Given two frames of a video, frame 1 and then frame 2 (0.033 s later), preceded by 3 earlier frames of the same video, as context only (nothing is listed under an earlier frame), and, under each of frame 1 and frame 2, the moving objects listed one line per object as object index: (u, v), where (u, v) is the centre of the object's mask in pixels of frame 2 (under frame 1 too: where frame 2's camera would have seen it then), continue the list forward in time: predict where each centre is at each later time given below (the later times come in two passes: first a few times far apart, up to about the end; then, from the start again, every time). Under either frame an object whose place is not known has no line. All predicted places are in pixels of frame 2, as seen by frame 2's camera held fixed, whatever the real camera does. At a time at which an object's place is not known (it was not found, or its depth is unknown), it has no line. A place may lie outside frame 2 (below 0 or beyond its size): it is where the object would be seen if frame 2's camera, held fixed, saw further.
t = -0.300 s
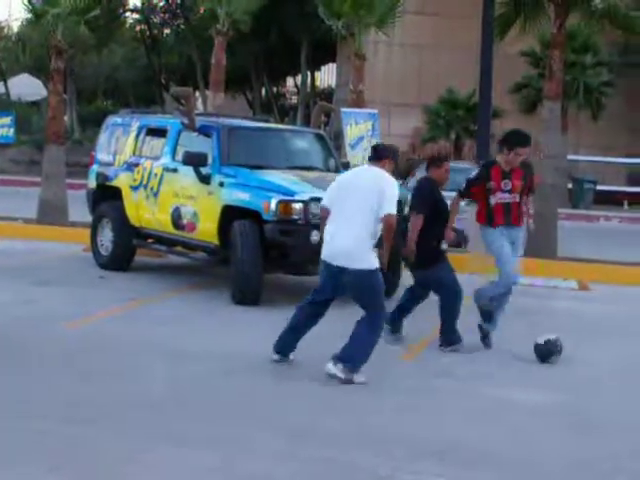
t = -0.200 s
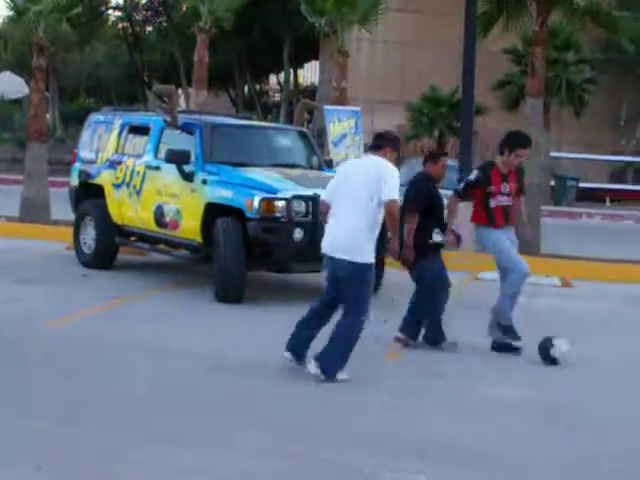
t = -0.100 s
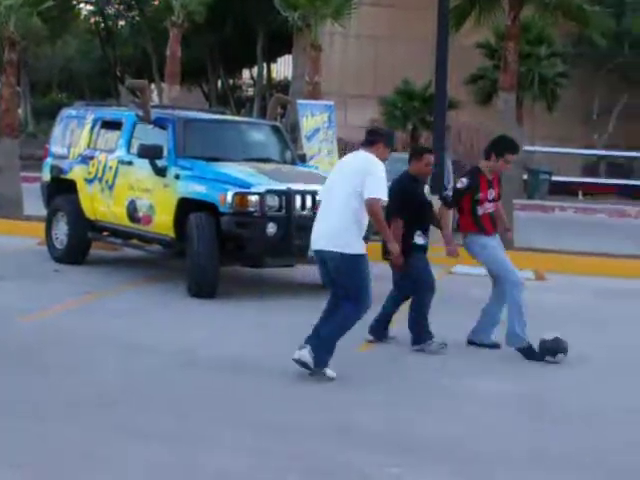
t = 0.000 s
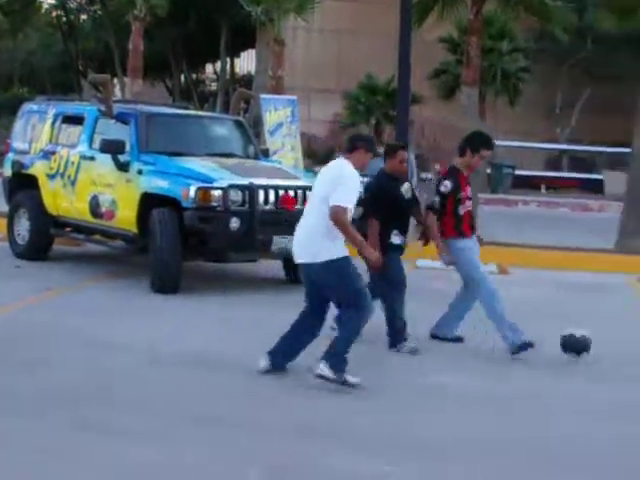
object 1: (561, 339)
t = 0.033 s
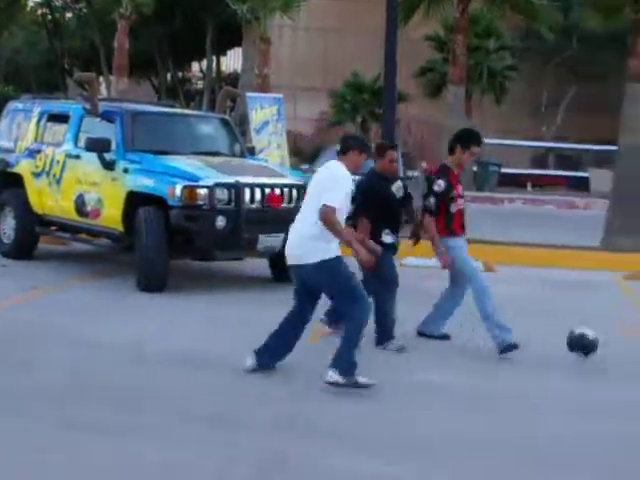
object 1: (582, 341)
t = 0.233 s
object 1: (711, 372)
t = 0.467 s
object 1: (830, 392)
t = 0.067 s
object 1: (603, 344)
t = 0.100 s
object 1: (626, 350)
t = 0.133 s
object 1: (649, 356)
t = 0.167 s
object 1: (673, 364)
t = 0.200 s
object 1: (692, 372)
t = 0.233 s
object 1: (711, 372)
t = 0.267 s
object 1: (726, 372)
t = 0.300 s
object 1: (743, 375)
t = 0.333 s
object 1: (760, 380)
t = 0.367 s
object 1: (778, 386)
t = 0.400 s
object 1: (795, 388)
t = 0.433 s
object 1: (813, 390)
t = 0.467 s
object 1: (830, 392)
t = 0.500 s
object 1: (845, 396)
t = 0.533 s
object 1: (862, 397)
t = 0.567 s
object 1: (880, 400)
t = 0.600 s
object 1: (897, 404)
